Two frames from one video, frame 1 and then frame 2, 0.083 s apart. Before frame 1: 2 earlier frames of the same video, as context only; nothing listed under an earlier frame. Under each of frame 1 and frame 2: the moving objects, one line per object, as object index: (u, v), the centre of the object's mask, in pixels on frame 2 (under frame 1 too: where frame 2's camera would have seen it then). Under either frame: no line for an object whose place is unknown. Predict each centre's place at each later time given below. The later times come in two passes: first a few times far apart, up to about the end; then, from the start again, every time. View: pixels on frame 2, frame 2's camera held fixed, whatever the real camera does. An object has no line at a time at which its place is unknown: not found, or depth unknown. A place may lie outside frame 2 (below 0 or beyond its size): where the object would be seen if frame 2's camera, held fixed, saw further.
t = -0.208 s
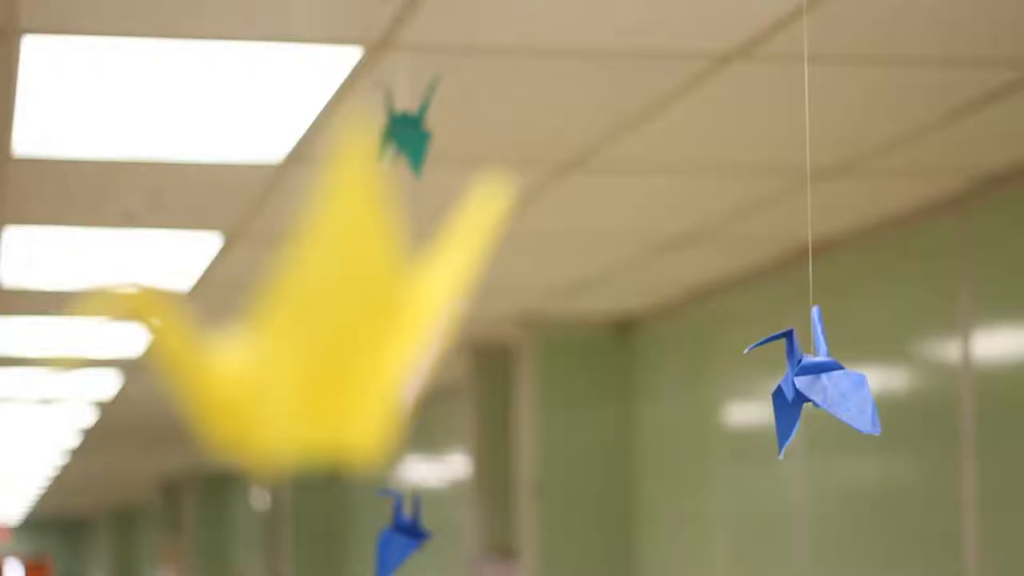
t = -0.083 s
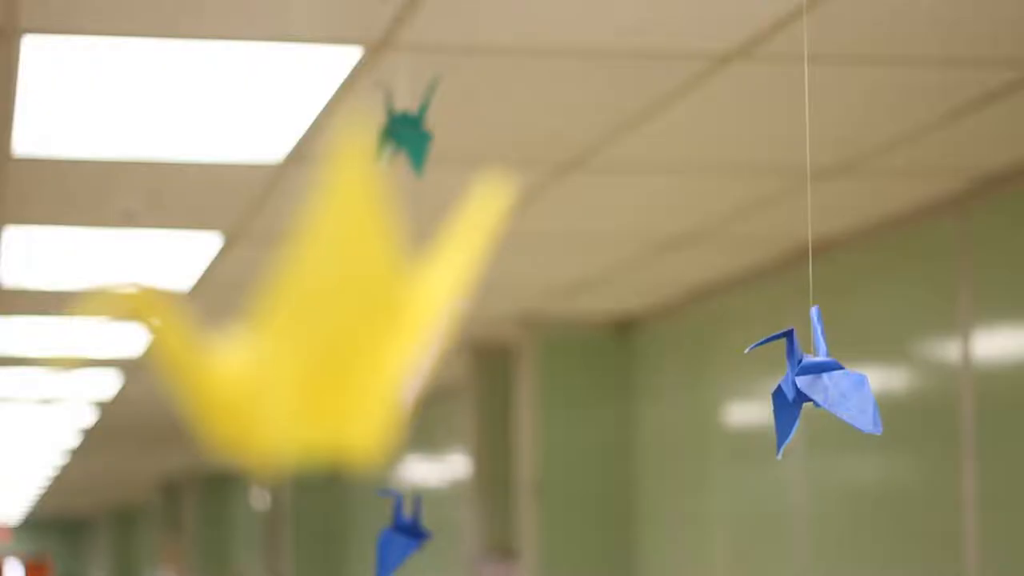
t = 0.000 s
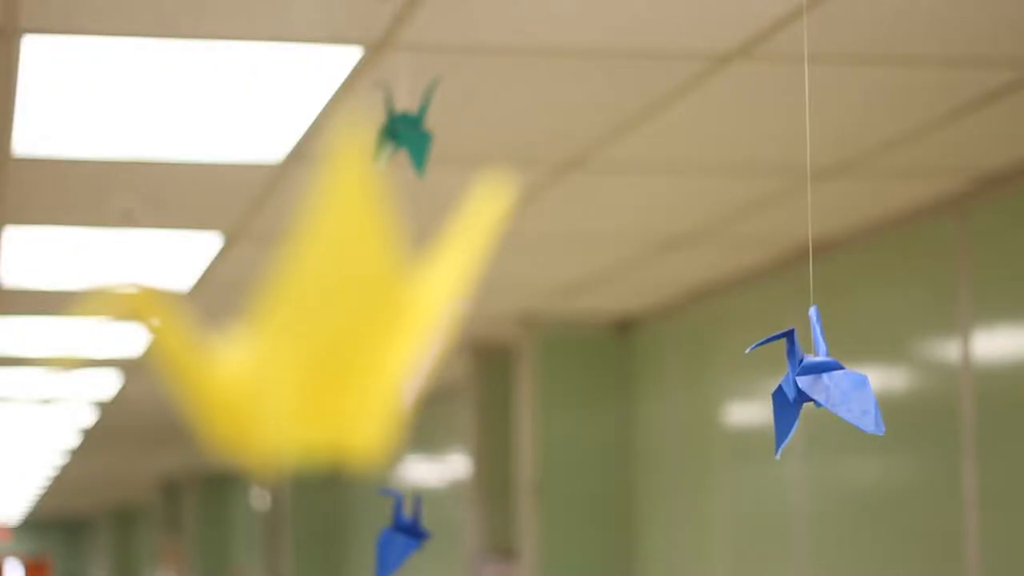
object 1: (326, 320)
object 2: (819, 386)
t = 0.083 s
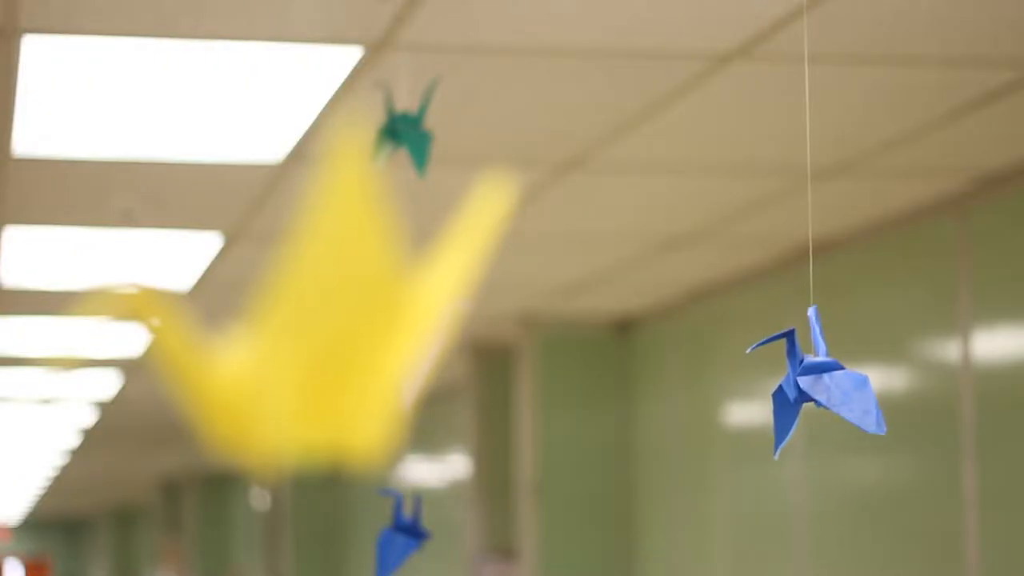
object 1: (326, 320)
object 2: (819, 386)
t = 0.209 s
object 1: (326, 321)
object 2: (820, 386)
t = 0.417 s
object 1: (324, 322)
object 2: (822, 385)
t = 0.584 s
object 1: (322, 322)
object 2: (822, 383)
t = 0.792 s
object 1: (318, 322)
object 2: (823, 381)
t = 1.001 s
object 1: (312, 322)
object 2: (822, 381)
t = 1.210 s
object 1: (313, 324)
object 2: (821, 382)
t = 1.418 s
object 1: (312, 324)
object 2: (818, 381)
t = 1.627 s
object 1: (315, 326)
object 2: (812, 381)
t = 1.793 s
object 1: (316, 327)
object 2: (810, 380)
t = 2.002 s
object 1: (316, 328)
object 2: (808, 379)
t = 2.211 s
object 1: (309, 333)
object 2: (807, 377)
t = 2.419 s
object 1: (302, 335)
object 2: (791, 370)
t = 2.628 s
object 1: (294, 336)
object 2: (792, 371)
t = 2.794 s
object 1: (291, 336)
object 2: (793, 370)
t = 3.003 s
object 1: (291, 336)
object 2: (793, 371)
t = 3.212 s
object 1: (293, 333)
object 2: (803, 372)
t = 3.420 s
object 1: (297, 332)
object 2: (804, 373)
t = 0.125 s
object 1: (326, 321)
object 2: (820, 386)
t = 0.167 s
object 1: (326, 321)
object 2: (820, 386)
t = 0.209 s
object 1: (326, 321)
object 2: (820, 386)
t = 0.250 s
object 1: (326, 321)
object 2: (821, 386)
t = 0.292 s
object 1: (325, 321)
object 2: (821, 385)
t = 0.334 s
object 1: (324, 322)
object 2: (821, 385)
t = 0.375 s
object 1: (324, 322)
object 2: (822, 385)
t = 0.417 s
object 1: (324, 322)
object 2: (822, 385)
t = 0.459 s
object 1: (323, 322)
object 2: (822, 385)
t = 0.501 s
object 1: (323, 322)
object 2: (822, 384)
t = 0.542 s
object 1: (323, 322)
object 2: (823, 384)
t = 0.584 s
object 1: (322, 322)
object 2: (822, 383)
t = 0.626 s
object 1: (321, 322)
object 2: (822, 381)
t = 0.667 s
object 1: (320, 322)
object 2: (822, 381)
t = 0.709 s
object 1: (320, 322)
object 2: (822, 381)
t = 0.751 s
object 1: (319, 322)
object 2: (822, 381)
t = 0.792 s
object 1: (318, 322)
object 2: (823, 381)
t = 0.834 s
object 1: (317, 322)
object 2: (822, 381)
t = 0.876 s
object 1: (316, 322)
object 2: (823, 381)
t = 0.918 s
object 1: (313, 323)
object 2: (822, 382)
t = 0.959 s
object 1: (312, 323)
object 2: (823, 382)
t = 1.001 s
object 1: (312, 322)
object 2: (822, 381)
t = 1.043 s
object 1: (312, 323)
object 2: (822, 381)
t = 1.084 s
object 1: (312, 324)
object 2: (822, 381)
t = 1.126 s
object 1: (313, 323)
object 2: (822, 382)
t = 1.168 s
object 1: (312, 324)
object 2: (822, 382)
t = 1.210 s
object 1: (313, 324)
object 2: (821, 382)
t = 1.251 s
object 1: (313, 324)
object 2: (821, 382)
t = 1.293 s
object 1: (312, 324)
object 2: (820, 381)
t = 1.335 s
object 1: (312, 324)
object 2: (819, 380)
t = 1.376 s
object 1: (312, 324)
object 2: (817, 380)
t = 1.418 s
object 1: (312, 324)
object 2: (818, 381)
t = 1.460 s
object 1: (312, 325)
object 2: (817, 381)
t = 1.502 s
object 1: (313, 325)
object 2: (816, 381)
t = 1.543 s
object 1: (313, 325)
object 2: (814, 381)
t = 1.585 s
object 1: (314, 326)
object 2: (813, 381)
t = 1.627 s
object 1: (315, 326)
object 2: (812, 381)
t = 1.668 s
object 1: (315, 326)
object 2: (811, 381)
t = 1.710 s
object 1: (316, 327)
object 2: (811, 381)
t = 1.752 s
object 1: (316, 327)
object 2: (810, 380)
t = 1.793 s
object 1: (316, 327)
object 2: (810, 380)
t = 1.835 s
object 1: (317, 327)
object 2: (809, 380)
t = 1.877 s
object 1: (317, 328)
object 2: (808, 379)
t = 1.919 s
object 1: (317, 328)
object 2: (809, 379)
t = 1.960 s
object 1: (316, 328)
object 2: (807, 379)
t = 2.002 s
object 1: (316, 328)
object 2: (808, 379)
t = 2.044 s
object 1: (315, 329)
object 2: (807, 379)
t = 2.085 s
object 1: (314, 330)
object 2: (807, 378)
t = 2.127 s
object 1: (312, 331)
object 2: (806, 377)
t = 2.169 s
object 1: (311, 331)
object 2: (807, 378)
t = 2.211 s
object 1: (309, 333)
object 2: (807, 377)
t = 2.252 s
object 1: (307, 333)
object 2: (808, 377)
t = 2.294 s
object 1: (306, 334)
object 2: (807, 376)
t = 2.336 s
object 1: (305, 335)
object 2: (808, 376)
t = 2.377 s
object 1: (303, 335)
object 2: (791, 370)
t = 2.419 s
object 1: (302, 335)
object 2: (791, 370)
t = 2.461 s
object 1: (301, 335)
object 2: (792, 370)
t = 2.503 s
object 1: (299, 336)
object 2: (791, 370)
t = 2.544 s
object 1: (297, 336)
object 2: (792, 371)
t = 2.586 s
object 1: (295, 336)
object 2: (791, 371)
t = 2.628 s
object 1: (294, 336)
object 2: (792, 371)
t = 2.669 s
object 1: (292, 336)
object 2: (792, 371)
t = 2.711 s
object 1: (292, 336)
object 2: (792, 371)
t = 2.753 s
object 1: (291, 336)
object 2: (792, 370)
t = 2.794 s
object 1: (291, 336)
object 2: (793, 370)
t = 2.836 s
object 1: (290, 336)
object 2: (793, 371)
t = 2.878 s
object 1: (291, 336)
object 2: (793, 371)
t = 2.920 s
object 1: (291, 336)
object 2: (793, 371)
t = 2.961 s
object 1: (291, 336)
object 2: (793, 371)
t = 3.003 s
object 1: (291, 336)
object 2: (793, 371)
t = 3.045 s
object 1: (291, 335)
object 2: (793, 371)
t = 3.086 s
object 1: (291, 335)
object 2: (793, 371)
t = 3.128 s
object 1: (291, 334)
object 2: (794, 370)
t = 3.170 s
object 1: (292, 334)
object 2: (793, 370)
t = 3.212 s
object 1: (293, 333)
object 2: (803, 372)
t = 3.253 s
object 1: (293, 333)
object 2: (803, 373)
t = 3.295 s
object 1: (294, 333)
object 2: (803, 373)
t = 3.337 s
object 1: (295, 332)
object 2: (803, 373)
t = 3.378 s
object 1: (296, 332)
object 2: (804, 373)
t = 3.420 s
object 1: (297, 332)
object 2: (804, 373)
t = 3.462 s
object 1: (297, 332)
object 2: (804, 373)
